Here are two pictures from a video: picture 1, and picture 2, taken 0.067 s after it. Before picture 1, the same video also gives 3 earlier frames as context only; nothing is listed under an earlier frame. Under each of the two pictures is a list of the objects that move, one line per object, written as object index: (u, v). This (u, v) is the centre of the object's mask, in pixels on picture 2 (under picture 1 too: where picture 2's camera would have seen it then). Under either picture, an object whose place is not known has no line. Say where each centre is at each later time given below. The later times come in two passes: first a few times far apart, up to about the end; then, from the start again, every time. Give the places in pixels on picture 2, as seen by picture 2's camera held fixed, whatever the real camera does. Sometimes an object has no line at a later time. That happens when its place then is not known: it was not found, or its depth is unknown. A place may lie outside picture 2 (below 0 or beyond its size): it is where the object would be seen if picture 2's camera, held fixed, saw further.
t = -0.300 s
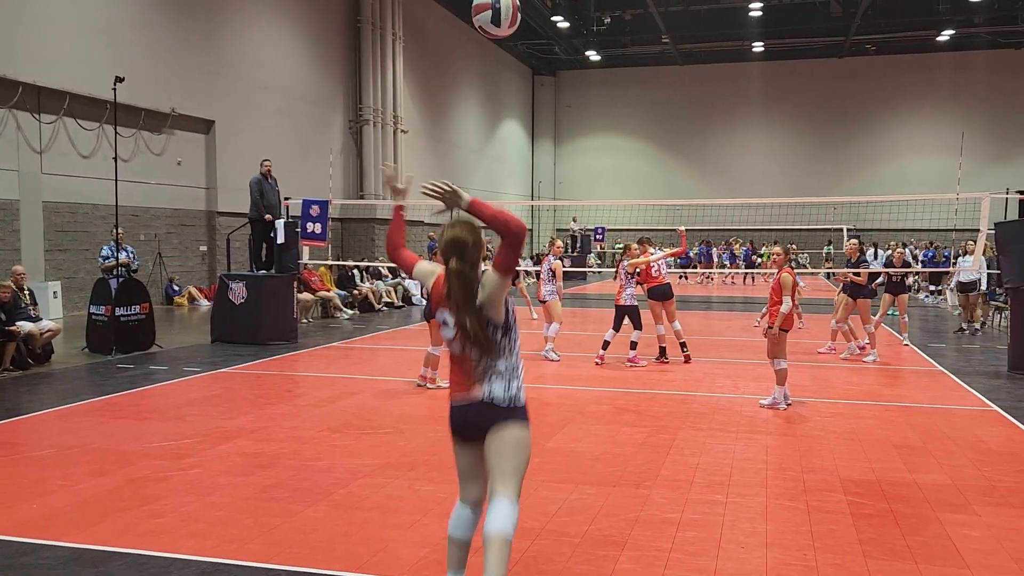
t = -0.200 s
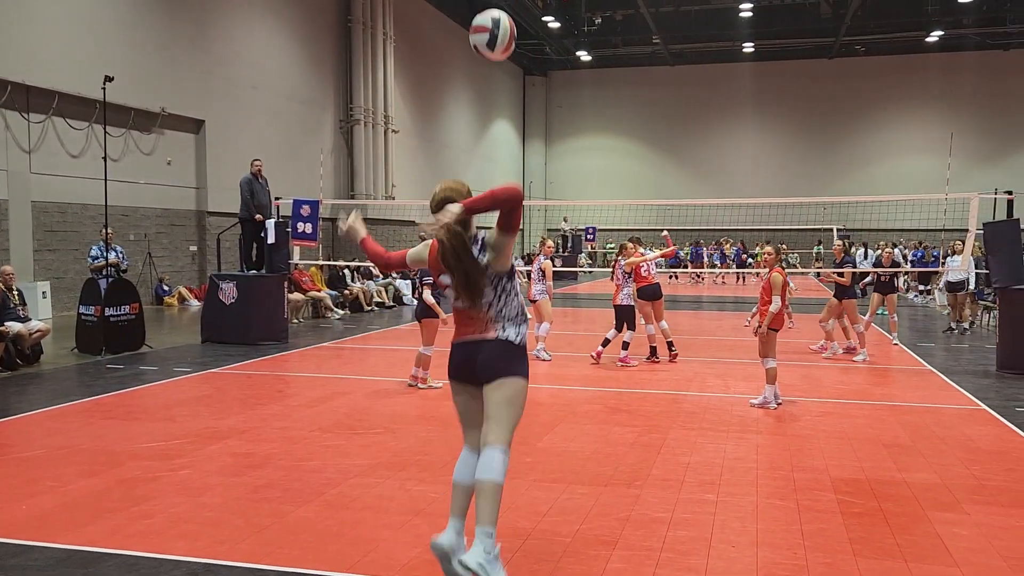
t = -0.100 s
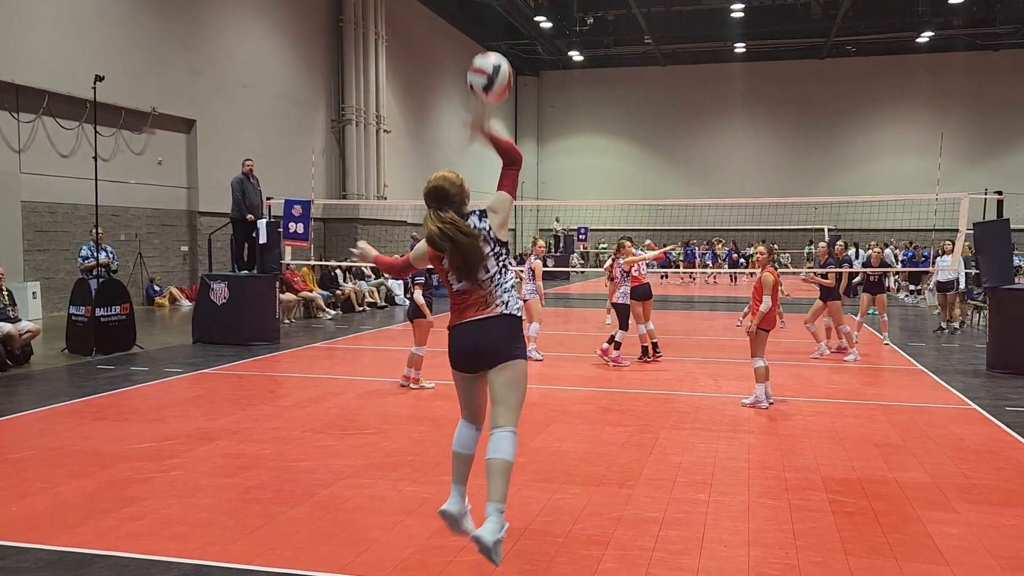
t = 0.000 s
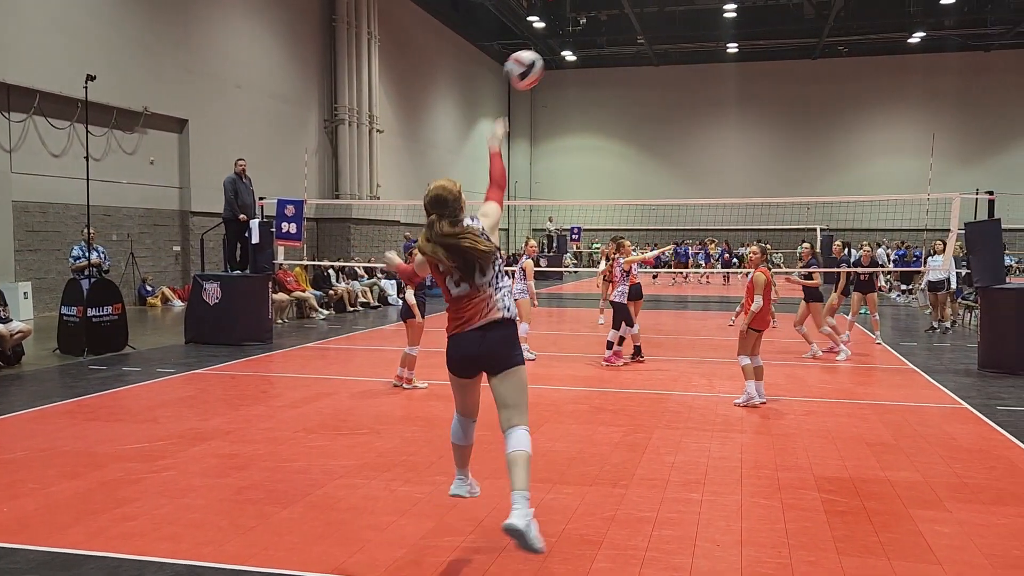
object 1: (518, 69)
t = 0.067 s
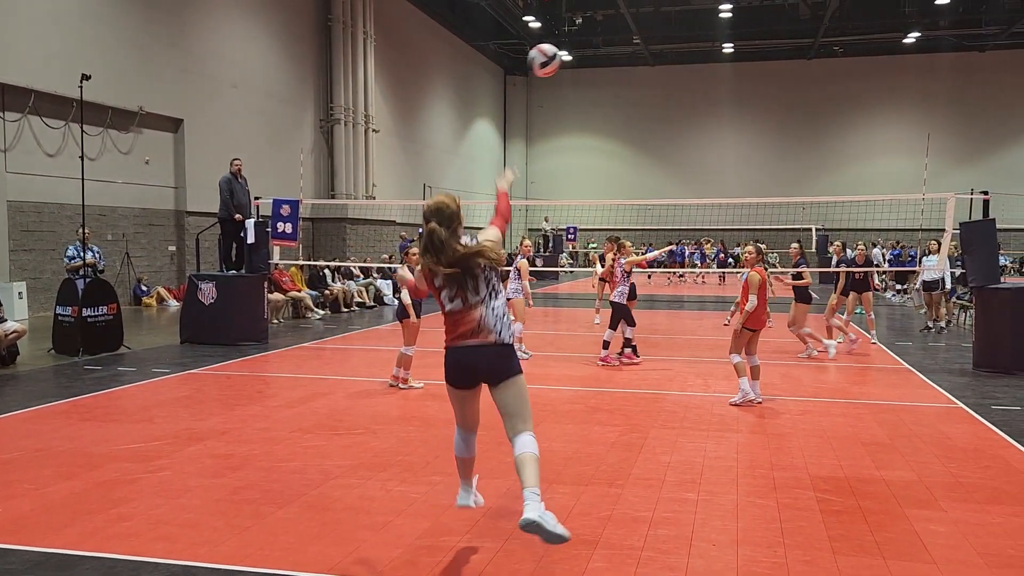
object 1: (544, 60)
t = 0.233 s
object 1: (576, 63)
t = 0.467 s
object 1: (589, 100)
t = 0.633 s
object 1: (595, 136)
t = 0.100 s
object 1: (554, 58)
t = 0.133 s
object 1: (561, 58)
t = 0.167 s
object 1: (567, 59)
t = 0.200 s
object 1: (571, 60)
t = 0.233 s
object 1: (576, 63)
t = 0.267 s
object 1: (579, 67)
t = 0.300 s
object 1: (581, 71)
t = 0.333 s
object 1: (583, 76)
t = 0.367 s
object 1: (585, 82)
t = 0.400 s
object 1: (586, 88)
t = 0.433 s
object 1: (588, 93)
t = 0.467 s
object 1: (589, 100)
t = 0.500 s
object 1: (590, 107)
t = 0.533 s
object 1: (591, 113)
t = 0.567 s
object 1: (593, 121)
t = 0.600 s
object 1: (594, 128)
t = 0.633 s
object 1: (595, 136)
